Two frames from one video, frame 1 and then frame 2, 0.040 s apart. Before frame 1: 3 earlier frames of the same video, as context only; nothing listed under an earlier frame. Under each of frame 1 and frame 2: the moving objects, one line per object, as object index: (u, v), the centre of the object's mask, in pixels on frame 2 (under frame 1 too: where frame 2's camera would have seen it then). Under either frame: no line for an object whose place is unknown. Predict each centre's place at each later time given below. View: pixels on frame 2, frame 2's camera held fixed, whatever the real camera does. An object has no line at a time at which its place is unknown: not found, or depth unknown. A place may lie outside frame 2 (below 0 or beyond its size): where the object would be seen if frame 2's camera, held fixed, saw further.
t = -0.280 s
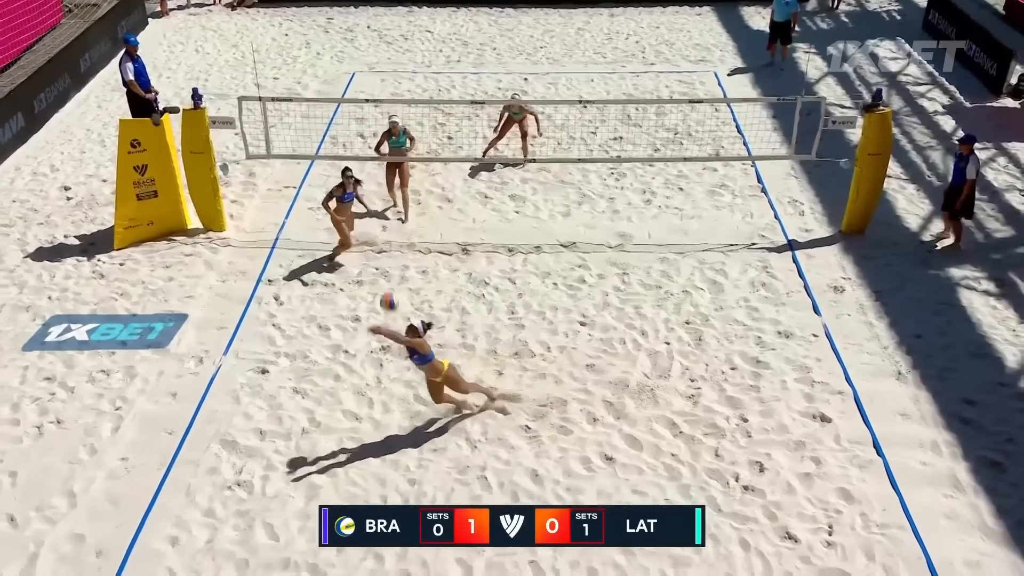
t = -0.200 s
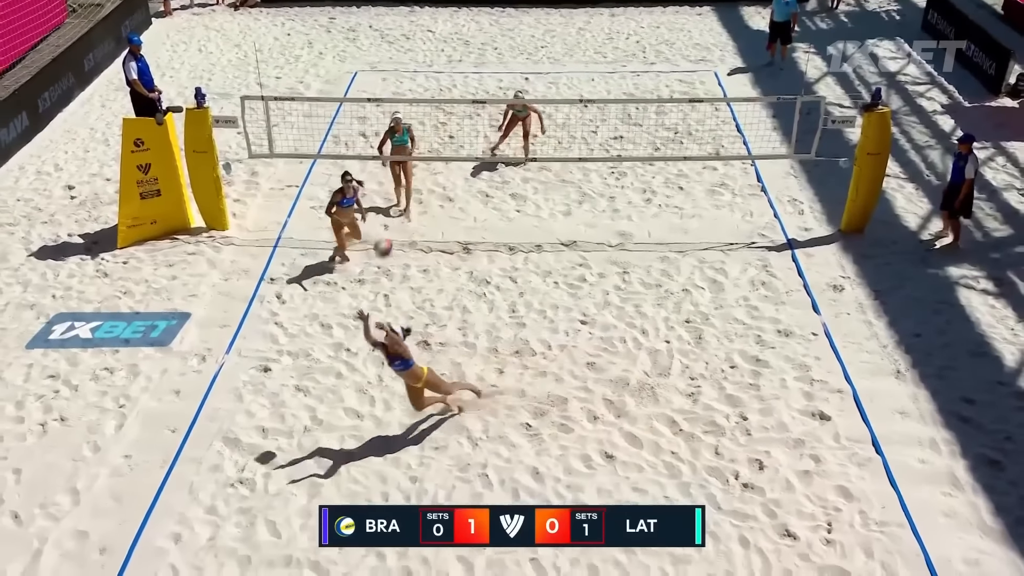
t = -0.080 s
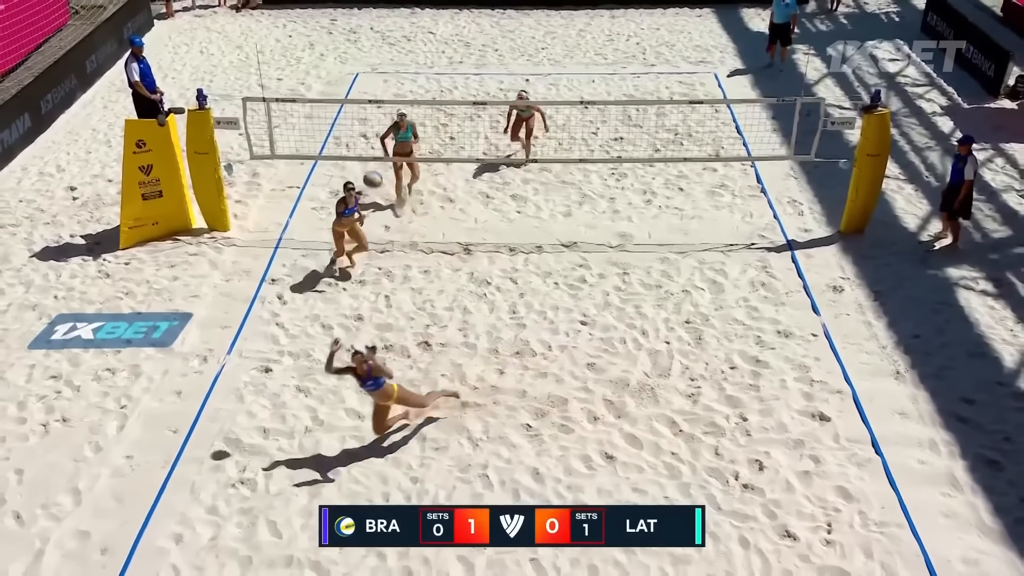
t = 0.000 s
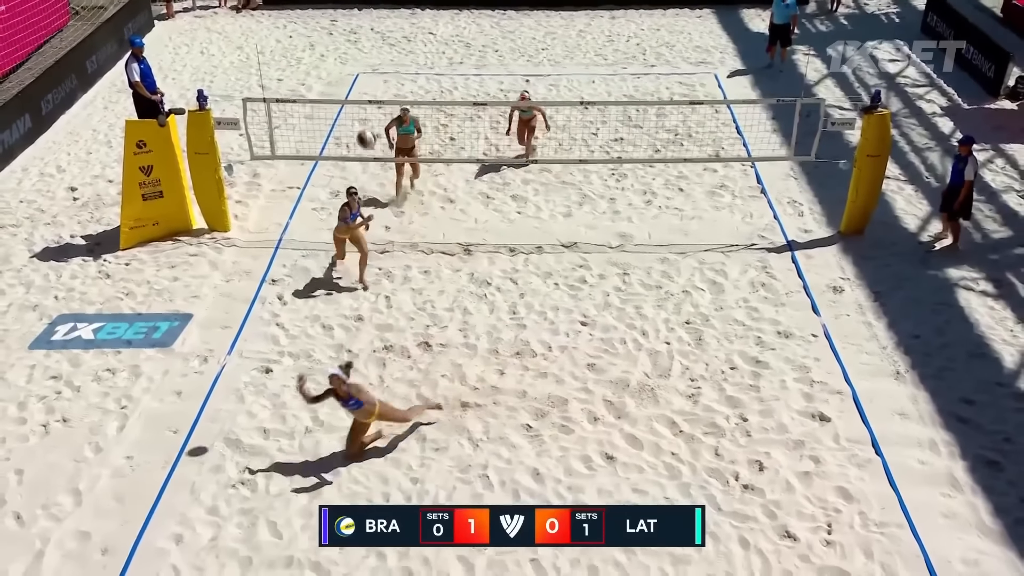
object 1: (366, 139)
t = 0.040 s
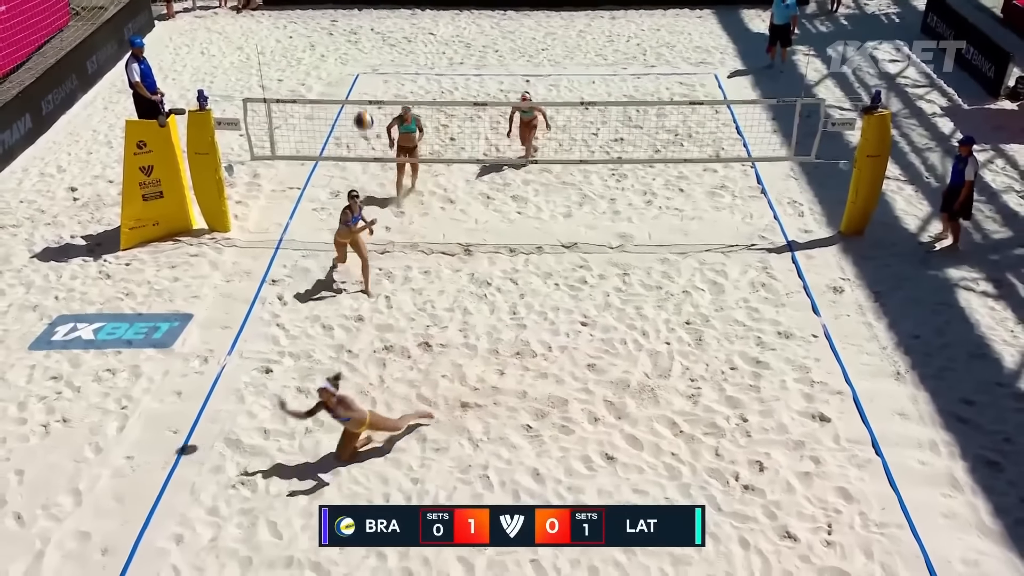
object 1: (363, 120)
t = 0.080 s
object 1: (361, 104)
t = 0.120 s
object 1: (358, 88)
